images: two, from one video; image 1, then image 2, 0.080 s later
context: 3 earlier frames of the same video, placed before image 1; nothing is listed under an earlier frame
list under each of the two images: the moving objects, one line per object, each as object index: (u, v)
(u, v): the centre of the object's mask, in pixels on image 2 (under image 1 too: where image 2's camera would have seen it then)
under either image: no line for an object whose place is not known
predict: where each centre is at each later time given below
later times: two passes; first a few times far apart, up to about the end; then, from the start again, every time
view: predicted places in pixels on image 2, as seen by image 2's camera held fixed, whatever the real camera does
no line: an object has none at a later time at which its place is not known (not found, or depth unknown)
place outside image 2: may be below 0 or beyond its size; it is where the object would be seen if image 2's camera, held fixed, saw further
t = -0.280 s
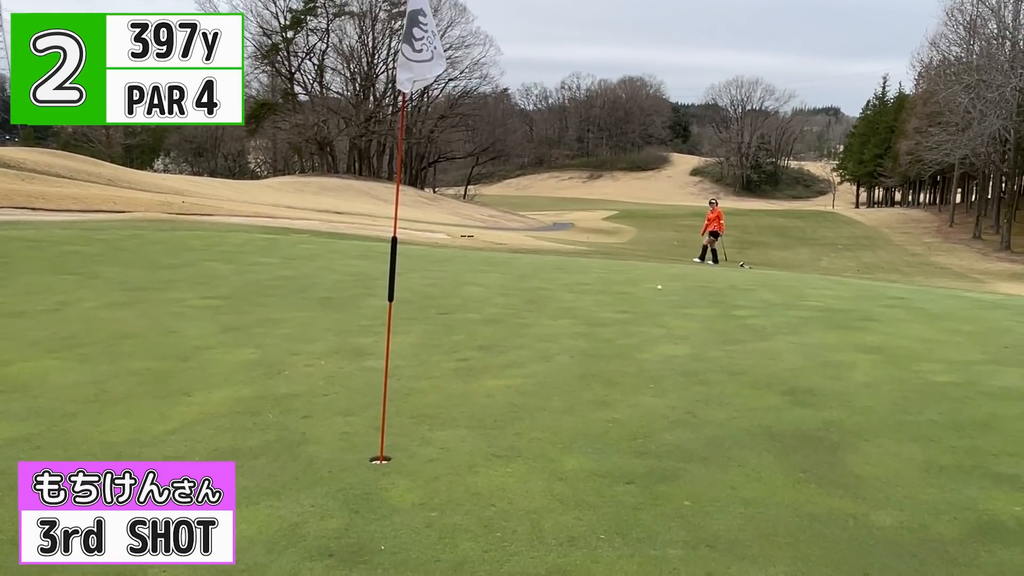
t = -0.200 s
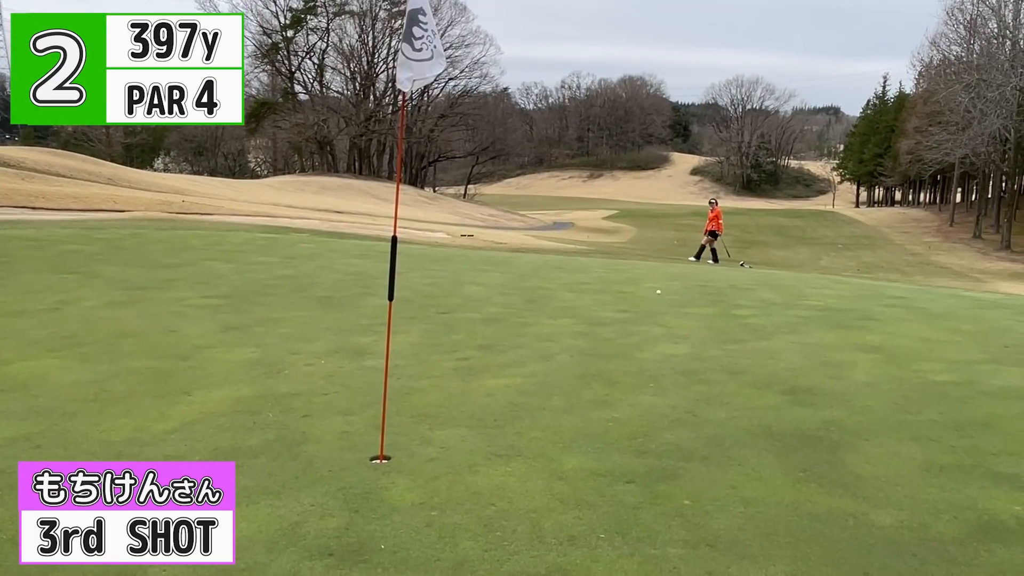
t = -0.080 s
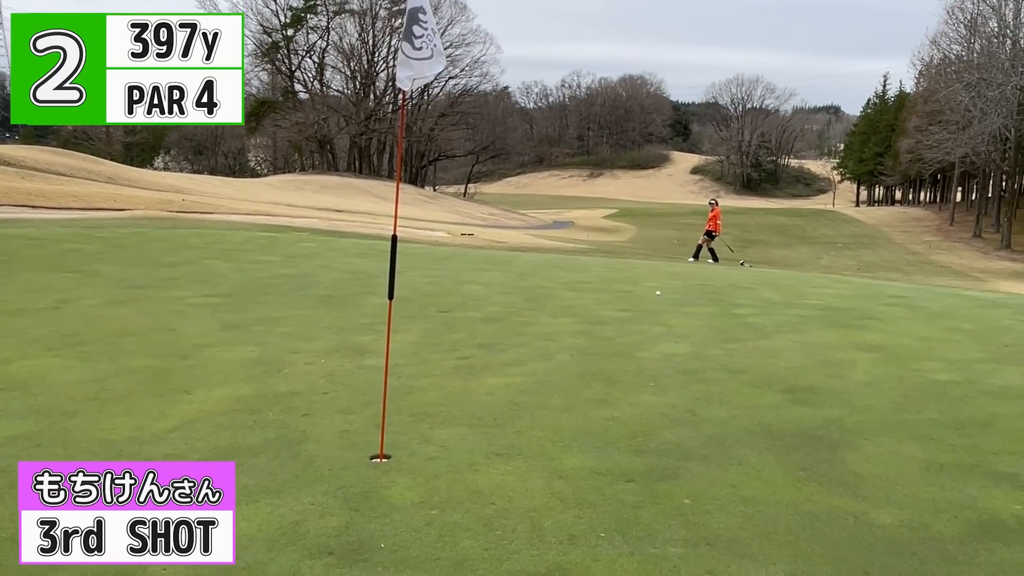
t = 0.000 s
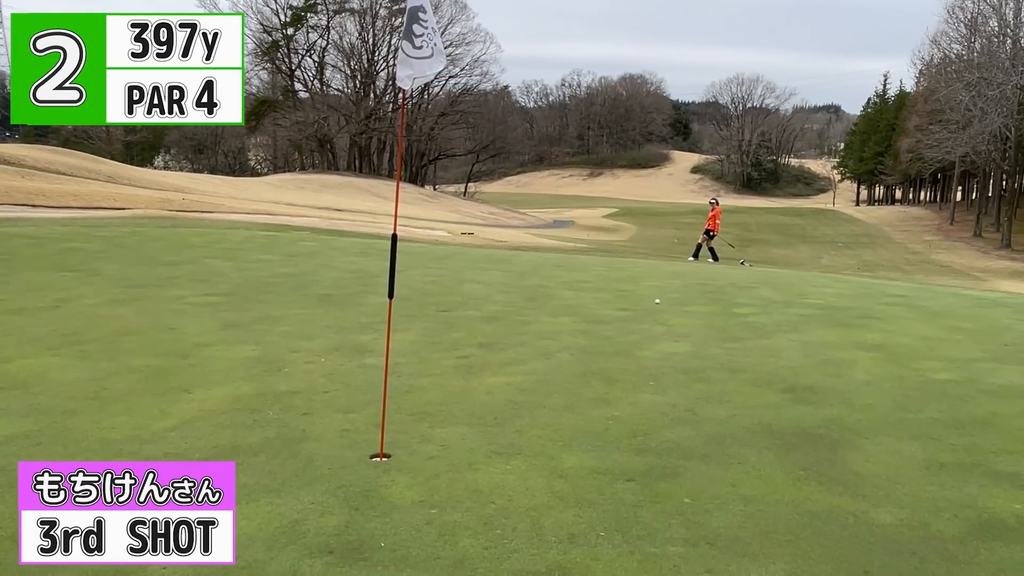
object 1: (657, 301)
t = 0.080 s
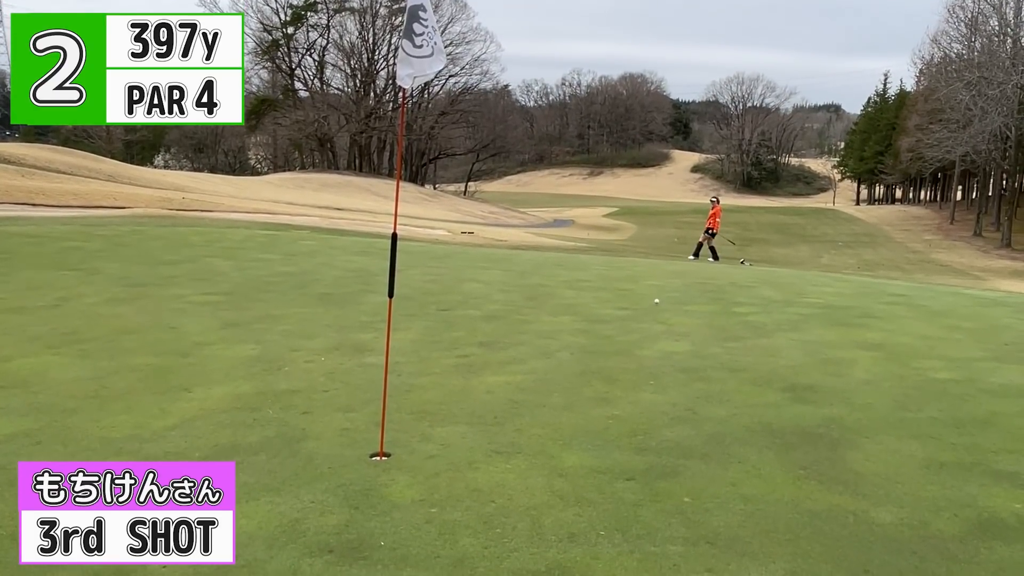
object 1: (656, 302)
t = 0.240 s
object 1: (655, 309)
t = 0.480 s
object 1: (651, 320)
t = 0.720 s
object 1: (646, 331)
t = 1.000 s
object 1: (638, 344)
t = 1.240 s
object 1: (630, 356)
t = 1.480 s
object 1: (621, 368)
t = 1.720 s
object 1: (609, 382)
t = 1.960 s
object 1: (595, 395)
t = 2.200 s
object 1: (578, 408)
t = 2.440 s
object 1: (559, 420)
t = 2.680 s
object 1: (538, 430)
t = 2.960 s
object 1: (511, 440)
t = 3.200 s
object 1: (487, 448)
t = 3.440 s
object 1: (468, 453)
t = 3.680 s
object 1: (451, 456)
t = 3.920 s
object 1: (436, 458)
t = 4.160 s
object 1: (426, 458)
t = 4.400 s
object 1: (420, 458)
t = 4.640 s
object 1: (418, 458)
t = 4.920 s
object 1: (419, 458)
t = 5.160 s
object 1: (418, 458)
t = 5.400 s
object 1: (418, 458)
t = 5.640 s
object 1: (419, 458)
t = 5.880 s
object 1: (419, 458)
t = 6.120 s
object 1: (418, 458)
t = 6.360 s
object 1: (418, 458)
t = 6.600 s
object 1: (418, 458)
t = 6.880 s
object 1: (418, 458)
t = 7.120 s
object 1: (419, 458)
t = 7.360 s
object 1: (418, 458)
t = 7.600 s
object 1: (418, 458)
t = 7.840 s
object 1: (418, 458)
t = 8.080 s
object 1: (418, 458)
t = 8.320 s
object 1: (418, 458)
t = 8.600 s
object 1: (418, 458)
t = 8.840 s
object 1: (418, 458)
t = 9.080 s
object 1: (418, 458)
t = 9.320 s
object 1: (418, 458)
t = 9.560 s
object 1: (418, 458)
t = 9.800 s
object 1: (418, 458)
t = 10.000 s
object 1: (418, 458)
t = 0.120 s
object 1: (656, 304)
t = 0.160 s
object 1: (656, 307)
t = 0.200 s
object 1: (655, 308)
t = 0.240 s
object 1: (655, 309)
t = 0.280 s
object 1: (654, 312)
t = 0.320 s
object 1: (653, 313)
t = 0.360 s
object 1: (653, 315)
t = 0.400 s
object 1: (652, 317)
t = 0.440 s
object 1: (652, 318)
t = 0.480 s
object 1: (651, 320)
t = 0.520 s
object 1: (650, 322)
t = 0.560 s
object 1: (650, 323)
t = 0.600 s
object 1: (649, 326)
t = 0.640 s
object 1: (648, 327)
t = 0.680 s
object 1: (647, 329)
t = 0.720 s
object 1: (646, 331)
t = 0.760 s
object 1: (645, 332)
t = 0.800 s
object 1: (644, 335)
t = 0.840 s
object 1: (643, 336)
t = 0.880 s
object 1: (642, 338)
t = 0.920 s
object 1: (641, 341)
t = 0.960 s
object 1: (640, 342)
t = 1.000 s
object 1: (638, 344)
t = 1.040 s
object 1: (637, 346)
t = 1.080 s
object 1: (636, 348)
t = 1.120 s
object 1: (634, 350)
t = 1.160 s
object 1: (633, 352)
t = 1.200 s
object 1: (631, 354)
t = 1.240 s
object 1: (630, 356)
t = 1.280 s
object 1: (628, 358)
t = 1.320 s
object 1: (626, 360)
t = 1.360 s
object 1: (625, 362)
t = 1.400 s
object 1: (623, 365)
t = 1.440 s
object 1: (622, 367)
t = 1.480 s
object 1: (621, 368)
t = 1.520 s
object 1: (618, 371)
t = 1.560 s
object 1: (617, 373)
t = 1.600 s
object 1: (614, 376)
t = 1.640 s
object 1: (613, 377)
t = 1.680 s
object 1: (611, 379)
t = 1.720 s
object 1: (609, 382)
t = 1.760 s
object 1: (607, 384)
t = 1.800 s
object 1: (604, 386)
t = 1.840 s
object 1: (602, 388)
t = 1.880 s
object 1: (600, 390)
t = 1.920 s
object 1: (597, 393)
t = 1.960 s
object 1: (595, 395)
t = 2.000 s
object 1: (592, 397)
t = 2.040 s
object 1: (590, 399)
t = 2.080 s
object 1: (588, 401)
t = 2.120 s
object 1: (584, 403)
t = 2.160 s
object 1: (582, 405)
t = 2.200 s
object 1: (578, 408)
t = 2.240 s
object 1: (575, 410)
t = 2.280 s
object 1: (573, 411)
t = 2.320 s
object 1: (569, 414)
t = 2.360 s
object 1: (566, 415)
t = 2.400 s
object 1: (562, 418)
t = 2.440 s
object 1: (559, 420)
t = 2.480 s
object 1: (556, 421)
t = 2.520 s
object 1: (552, 423)
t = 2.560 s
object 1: (549, 425)
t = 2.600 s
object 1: (545, 427)
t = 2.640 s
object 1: (542, 429)
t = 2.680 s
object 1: (538, 430)
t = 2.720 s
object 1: (534, 432)
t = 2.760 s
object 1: (531, 433)
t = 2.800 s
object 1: (526, 436)
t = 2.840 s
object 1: (523, 437)
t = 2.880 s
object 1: (519, 438)
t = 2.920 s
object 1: (514, 440)
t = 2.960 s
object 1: (511, 440)
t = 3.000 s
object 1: (506, 442)
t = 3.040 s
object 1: (503, 443)
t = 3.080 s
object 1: (500, 444)
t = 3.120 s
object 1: (495, 446)
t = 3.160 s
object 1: (492, 446)
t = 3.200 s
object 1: (487, 448)
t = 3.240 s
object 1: (485, 449)
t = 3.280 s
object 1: (482, 449)
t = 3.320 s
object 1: (477, 450)
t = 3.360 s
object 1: (474, 451)
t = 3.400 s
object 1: (470, 452)
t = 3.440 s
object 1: (468, 453)
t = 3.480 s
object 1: (465, 453)
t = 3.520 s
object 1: (461, 454)
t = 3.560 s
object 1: (459, 455)
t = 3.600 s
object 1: (456, 456)
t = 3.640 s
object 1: (453, 456)
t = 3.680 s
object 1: (451, 456)
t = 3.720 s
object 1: (448, 457)
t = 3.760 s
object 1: (446, 457)
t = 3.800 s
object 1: (443, 457)
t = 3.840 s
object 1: (441, 457)
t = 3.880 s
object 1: (439, 457)
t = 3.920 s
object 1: (436, 458)
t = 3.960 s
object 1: (434, 458)
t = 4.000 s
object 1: (432, 458)
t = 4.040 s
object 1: (431, 458)
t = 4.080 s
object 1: (429, 458)
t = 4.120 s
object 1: (428, 458)
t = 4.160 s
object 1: (426, 458)
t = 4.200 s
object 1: (424, 458)
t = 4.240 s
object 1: (423, 458)
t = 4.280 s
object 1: (422, 458)
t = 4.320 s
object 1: (422, 458)
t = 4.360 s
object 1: (421, 458)
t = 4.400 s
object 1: (420, 458)
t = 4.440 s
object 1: (419, 458)
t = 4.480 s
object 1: (419, 458)
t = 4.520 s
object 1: (419, 458)
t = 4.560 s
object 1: (418, 458)
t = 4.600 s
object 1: (418, 458)
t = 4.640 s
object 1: (418, 458)
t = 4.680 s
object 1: (418, 458)
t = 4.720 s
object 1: (418, 458)
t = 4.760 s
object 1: (419, 458)
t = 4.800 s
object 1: (419, 458)
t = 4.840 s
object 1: (419, 458)
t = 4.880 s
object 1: (418, 458)
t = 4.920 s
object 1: (419, 458)
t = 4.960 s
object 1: (418, 458)
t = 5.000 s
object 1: (418, 458)
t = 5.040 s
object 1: (419, 458)
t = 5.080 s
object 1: (418, 458)
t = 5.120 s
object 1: (418, 458)
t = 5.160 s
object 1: (418, 458)
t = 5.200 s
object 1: (418, 458)
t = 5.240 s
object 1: (418, 458)
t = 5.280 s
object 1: (418, 458)
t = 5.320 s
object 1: (418, 458)
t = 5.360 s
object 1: (418, 458)
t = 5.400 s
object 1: (418, 458)
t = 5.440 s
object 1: (418, 458)
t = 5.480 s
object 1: (418, 458)
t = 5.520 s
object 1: (419, 458)
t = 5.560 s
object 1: (419, 458)
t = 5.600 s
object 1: (419, 458)
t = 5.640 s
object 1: (419, 458)
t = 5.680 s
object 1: (419, 458)
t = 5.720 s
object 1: (419, 458)
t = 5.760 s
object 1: (419, 458)
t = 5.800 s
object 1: (419, 458)
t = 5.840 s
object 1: (419, 458)
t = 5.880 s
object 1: (419, 458)
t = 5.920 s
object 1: (418, 458)
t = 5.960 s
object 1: (419, 458)
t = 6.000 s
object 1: (418, 458)
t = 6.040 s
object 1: (418, 458)
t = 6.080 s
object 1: (418, 458)
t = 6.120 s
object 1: (418, 458)
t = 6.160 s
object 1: (418, 458)
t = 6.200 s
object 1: (418, 458)
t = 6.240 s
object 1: (419, 458)
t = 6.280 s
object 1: (418, 458)
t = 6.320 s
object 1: (419, 458)
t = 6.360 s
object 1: (418, 458)
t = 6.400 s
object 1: (418, 458)
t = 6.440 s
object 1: (418, 458)
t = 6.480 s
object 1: (418, 458)
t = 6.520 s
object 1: (418, 458)
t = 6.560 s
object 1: (418, 458)
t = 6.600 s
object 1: (418, 458)
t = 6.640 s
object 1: (418, 458)
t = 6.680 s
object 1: (418, 458)
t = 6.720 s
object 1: (418, 458)
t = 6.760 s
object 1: (418, 458)
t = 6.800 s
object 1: (418, 458)
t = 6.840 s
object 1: (418, 458)
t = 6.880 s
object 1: (418, 458)
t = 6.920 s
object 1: (418, 458)
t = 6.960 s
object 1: (418, 458)
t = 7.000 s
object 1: (418, 458)
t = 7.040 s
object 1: (418, 458)
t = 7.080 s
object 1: (418, 458)
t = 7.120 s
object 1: (419, 458)
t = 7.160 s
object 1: (418, 458)
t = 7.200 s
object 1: (418, 458)
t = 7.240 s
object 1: (418, 458)
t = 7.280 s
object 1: (418, 458)
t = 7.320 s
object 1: (418, 458)
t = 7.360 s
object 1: (418, 458)
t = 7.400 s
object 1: (418, 458)
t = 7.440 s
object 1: (418, 458)
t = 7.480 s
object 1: (418, 458)
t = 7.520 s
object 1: (419, 458)
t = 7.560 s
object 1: (418, 458)
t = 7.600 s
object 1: (418, 458)
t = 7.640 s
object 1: (418, 458)
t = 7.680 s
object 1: (419, 458)
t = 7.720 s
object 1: (418, 458)
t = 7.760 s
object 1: (418, 458)
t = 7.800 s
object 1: (418, 458)
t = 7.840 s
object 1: (418, 458)
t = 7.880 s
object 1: (418, 458)
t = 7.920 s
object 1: (418, 458)
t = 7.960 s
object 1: (418, 458)
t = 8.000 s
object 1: (418, 458)
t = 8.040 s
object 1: (418, 458)
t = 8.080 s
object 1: (418, 458)
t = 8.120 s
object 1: (418, 458)
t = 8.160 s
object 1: (418, 458)
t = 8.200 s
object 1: (418, 458)
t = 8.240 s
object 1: (418, 458)
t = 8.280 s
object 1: (418, 458)
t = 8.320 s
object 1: (418, 458)
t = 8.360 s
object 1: (418, 458)
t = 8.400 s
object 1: (418, 458)
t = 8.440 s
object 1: (418, 458)
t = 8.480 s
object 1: (418, 458)
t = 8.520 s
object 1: (418, 458)
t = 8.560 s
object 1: (418, 458)
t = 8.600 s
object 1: (418, 458)
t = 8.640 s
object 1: (418, 458)
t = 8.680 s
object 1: (418, 458)
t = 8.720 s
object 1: (418, 458)
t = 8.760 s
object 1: (418, 458)
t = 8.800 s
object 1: (418, 458)
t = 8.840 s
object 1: (418, 458)
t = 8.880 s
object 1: (418, 458)
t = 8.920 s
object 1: (418, 458)
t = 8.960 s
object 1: (418, 458)
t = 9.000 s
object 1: (418, 458)
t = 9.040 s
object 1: (418, 458)
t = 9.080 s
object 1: (418, 458)
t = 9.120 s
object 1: (418, 458)
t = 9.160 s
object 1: (418, 458)
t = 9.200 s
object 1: (418, 458)
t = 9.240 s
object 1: (418, 458)
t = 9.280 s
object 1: (418, 458)
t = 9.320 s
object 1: (418, 458)
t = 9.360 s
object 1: (418, 458)
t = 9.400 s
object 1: (418, 458)
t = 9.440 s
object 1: (418, 458)
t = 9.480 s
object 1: (418, 458)
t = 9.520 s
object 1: (418, 458)
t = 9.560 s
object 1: (418, 458)
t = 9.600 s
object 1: (418, 458)
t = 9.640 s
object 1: (418, 458)
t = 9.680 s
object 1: (418, 458)
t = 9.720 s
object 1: (418, 458)
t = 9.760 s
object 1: (418, 458)
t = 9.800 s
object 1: (418, 458)
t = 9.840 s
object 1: (418, 458)
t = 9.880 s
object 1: (418, 458)
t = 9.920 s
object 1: (418, 458)
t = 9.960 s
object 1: (418, 458)
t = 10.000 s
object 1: (418, 458)
